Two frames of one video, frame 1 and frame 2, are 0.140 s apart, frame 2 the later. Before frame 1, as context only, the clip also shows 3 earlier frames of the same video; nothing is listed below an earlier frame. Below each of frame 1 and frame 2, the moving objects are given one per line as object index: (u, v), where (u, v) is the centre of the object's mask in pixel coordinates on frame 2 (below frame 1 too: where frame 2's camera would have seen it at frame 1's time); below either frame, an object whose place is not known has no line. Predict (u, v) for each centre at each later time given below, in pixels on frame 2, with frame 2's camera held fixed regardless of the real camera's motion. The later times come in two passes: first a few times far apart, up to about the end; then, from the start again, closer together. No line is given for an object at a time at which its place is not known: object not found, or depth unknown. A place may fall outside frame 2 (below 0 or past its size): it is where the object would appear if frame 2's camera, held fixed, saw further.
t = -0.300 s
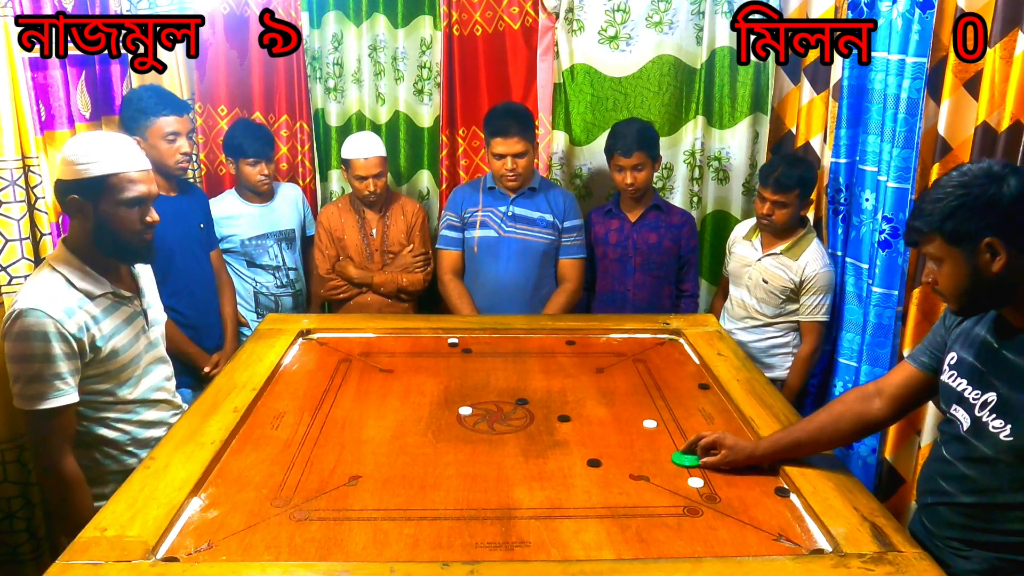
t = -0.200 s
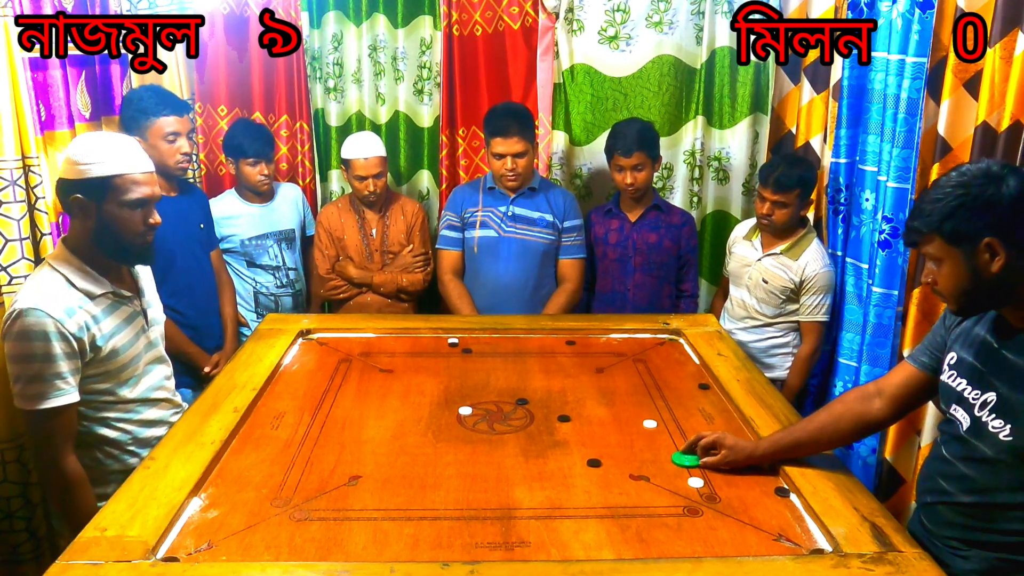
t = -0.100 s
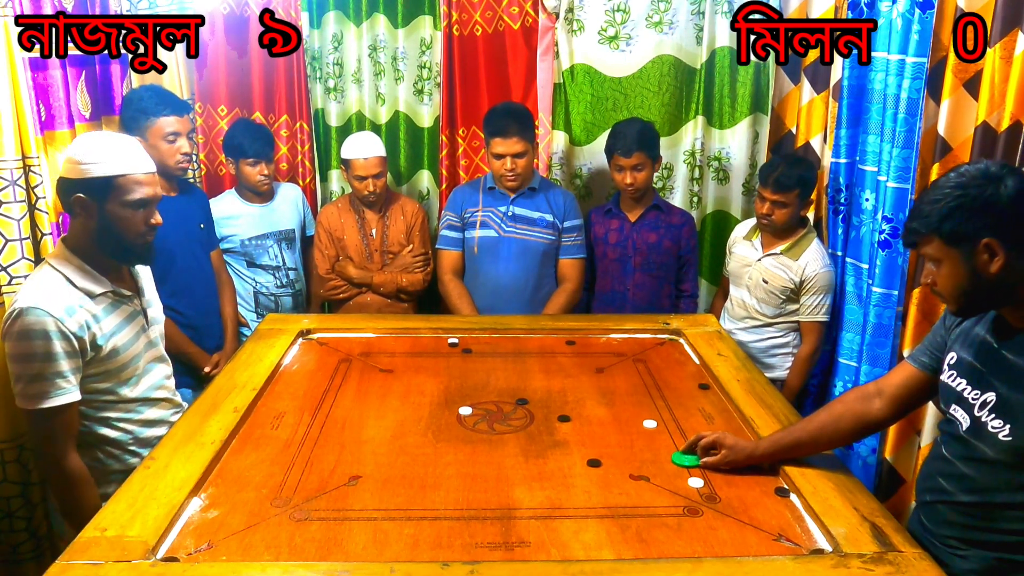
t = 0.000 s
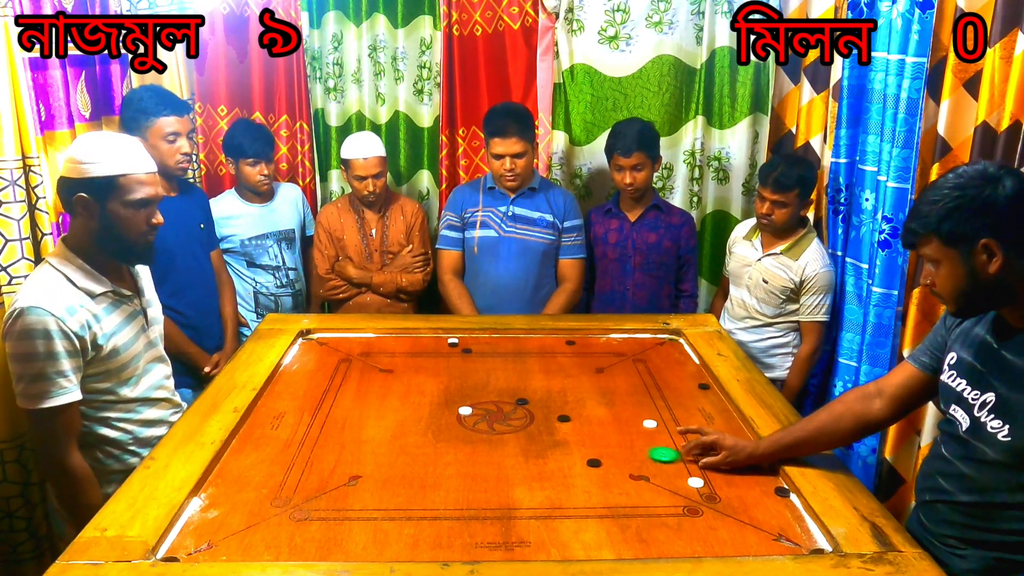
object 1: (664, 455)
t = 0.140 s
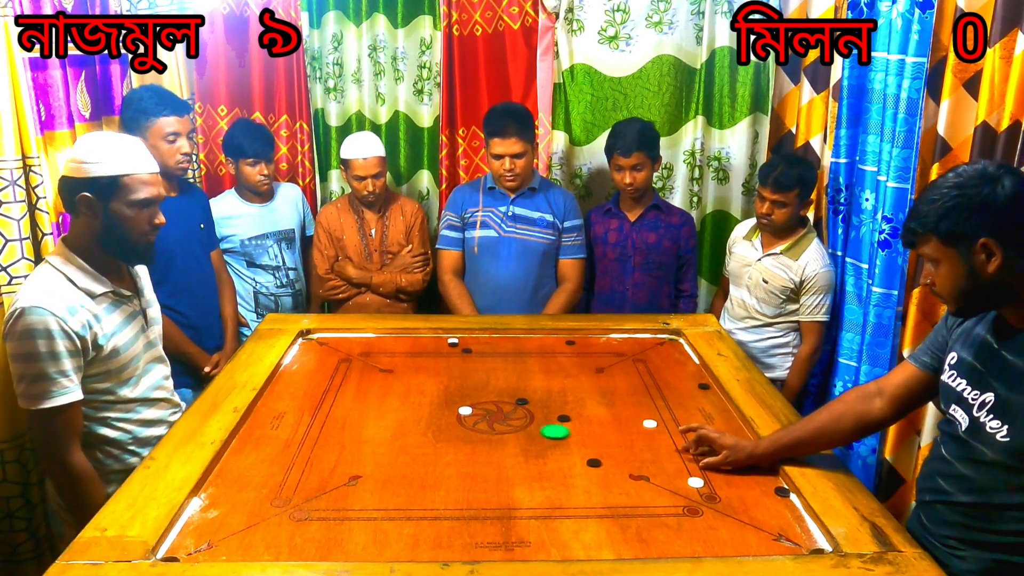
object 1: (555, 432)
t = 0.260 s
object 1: (478, 416)
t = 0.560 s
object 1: (370, 401)
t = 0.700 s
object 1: (334, 396)
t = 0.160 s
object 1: (541, 429)
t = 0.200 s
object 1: (514, 423)
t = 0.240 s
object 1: (490, 418)
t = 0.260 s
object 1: (478, 416)
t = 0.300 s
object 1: (461, 413)
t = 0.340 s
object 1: (445, 411)
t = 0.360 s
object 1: (438, 410)
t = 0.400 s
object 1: (422, 408)
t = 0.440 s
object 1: (409, 406)
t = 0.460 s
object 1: (402, 405)
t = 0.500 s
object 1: (388, 403)
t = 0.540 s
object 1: (376, 401)
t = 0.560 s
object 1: (370, 401)
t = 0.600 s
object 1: (359, 399)
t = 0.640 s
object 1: (348, 398)
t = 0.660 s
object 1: (343, 397)
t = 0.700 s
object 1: (334, 396)
